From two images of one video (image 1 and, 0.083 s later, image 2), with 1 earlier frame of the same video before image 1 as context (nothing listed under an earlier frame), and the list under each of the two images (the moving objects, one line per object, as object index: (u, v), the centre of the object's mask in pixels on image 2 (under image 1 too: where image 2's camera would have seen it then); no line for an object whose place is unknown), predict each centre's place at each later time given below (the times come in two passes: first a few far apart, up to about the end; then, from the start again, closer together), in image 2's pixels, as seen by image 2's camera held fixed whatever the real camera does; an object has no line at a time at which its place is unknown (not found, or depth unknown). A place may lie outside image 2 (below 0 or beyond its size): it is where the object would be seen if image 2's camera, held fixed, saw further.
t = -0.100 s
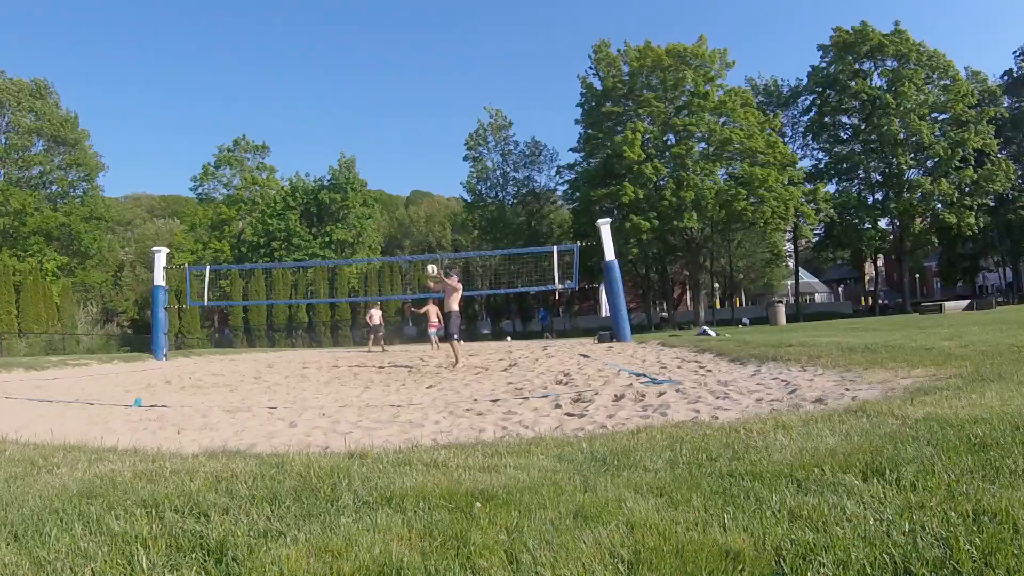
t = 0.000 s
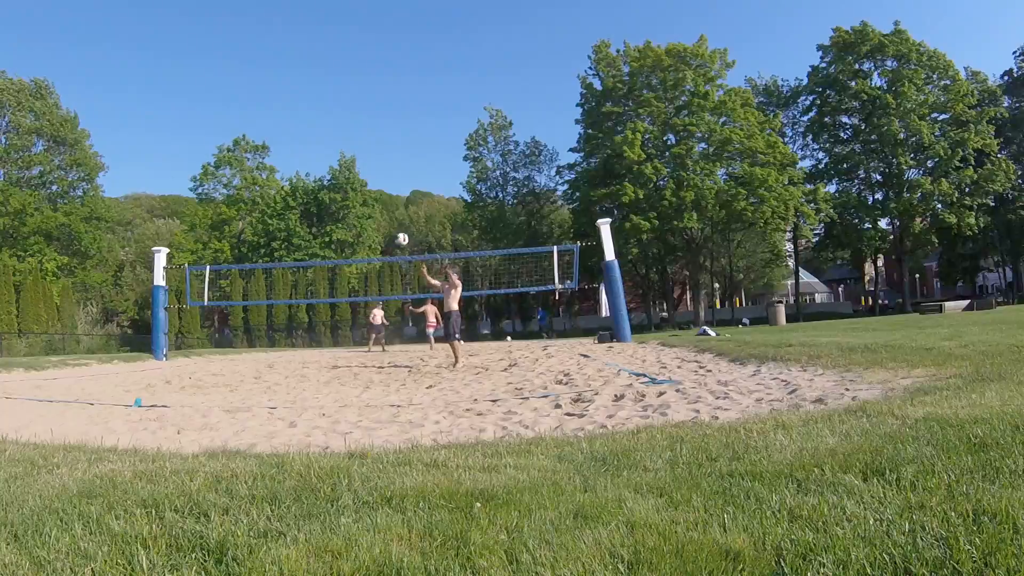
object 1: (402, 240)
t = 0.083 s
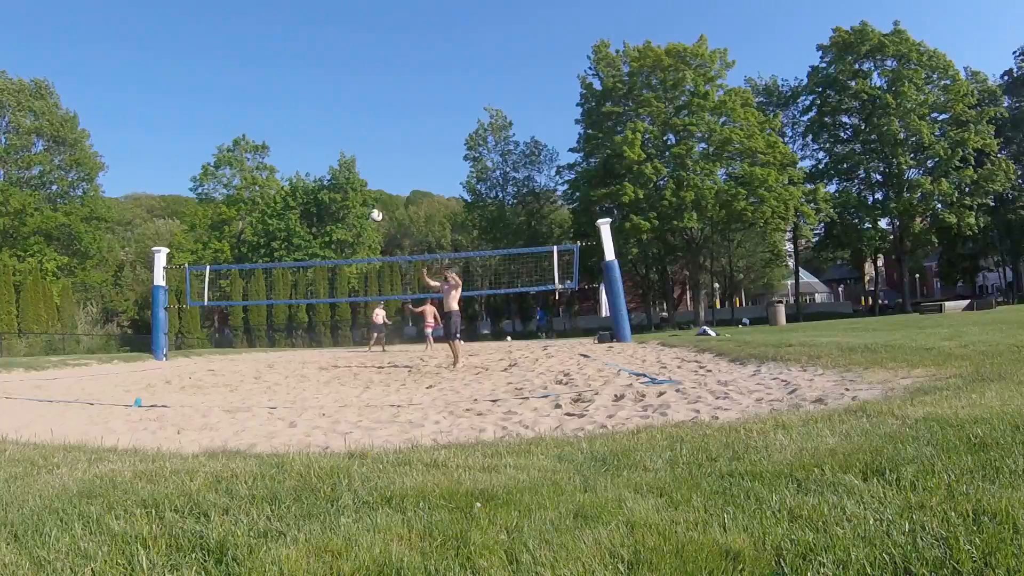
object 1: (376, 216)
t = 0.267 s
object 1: (312, 175)
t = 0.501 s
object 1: (217, 146)
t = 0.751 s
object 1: (95, 158)
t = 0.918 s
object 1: (4, 201)
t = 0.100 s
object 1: (371, 211)
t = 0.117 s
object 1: (365, 207)
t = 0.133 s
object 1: (360, 202)
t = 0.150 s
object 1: (354, 199)
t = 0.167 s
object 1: (348, 195)
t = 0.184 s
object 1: (342, 191)
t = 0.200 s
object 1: (336, 187)
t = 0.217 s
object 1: (331, 184)
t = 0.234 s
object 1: (323, 181)
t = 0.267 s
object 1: (312, 175)
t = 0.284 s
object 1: (305, 172)
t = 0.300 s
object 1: (299, 169)
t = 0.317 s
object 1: (293, 166)
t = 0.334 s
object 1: (286, 163)
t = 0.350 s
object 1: (280, 161)
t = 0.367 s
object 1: (274, 158)
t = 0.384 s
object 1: (267, 156)
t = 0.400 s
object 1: (260, 154)
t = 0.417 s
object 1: (253, 153)
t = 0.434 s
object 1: (246, 151)
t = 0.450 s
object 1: (240, 149)
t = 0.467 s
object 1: (232, 148)
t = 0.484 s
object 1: (225, 147)
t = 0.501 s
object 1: (217, 146)
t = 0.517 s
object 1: (210, 146)
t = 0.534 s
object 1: (203, 145)
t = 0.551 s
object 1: (195, 145)
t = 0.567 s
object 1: (187, 145)
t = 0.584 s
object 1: (179, 145)
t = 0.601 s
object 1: (171, 145)
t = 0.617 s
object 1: (163, 146)
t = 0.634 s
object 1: (155, 146)
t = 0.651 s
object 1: (146, 147)
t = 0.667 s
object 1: (138, 148)
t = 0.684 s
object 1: (129, 150)
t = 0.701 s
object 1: (121, 152)
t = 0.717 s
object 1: (112, 154)
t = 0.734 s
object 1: (103, 156)
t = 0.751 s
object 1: (95, 158)
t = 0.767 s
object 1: (86, 161)
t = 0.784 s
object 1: (76, 164)
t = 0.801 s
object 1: (67, 168)
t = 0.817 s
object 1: (57, 171)
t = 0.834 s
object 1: (47, 176)
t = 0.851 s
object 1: (38, 181)
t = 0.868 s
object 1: (28, 185)
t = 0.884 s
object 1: (19, 190)
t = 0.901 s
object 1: (9, 196)
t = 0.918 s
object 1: (4, 201)
